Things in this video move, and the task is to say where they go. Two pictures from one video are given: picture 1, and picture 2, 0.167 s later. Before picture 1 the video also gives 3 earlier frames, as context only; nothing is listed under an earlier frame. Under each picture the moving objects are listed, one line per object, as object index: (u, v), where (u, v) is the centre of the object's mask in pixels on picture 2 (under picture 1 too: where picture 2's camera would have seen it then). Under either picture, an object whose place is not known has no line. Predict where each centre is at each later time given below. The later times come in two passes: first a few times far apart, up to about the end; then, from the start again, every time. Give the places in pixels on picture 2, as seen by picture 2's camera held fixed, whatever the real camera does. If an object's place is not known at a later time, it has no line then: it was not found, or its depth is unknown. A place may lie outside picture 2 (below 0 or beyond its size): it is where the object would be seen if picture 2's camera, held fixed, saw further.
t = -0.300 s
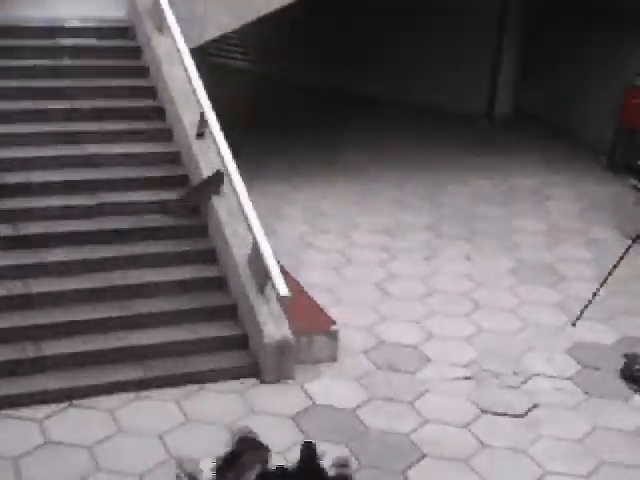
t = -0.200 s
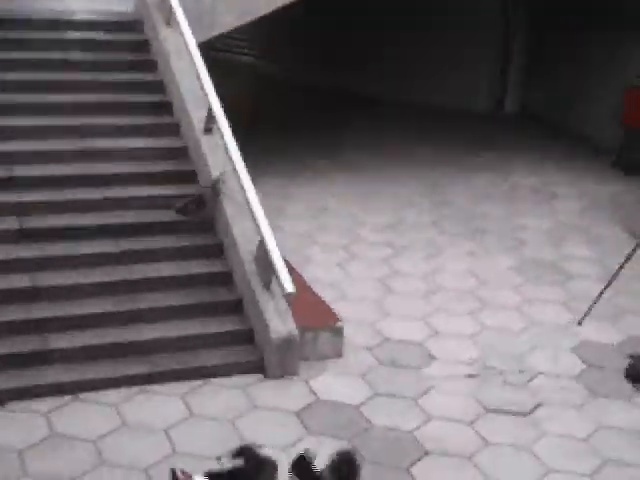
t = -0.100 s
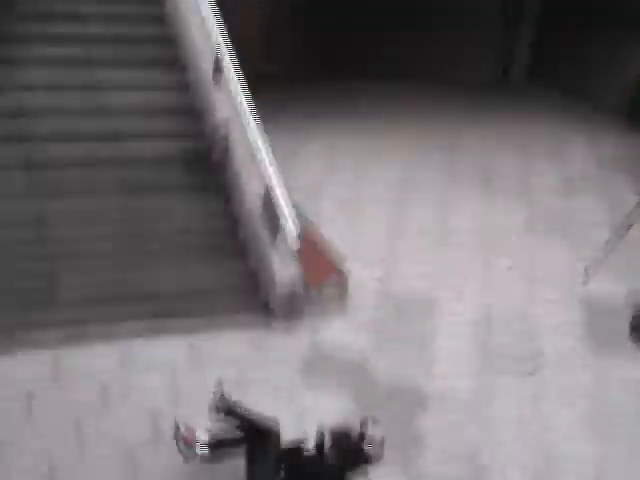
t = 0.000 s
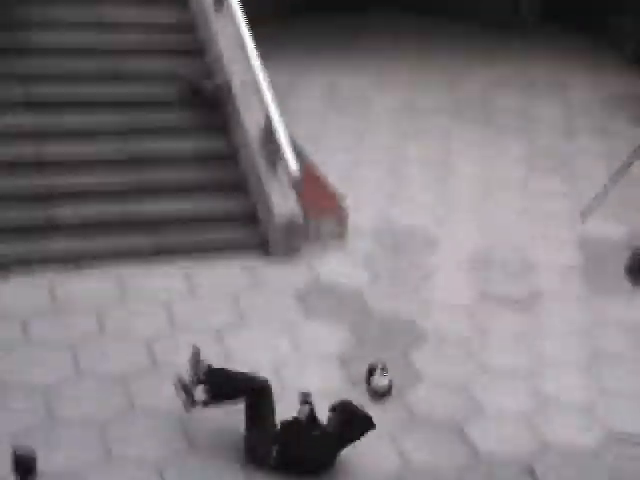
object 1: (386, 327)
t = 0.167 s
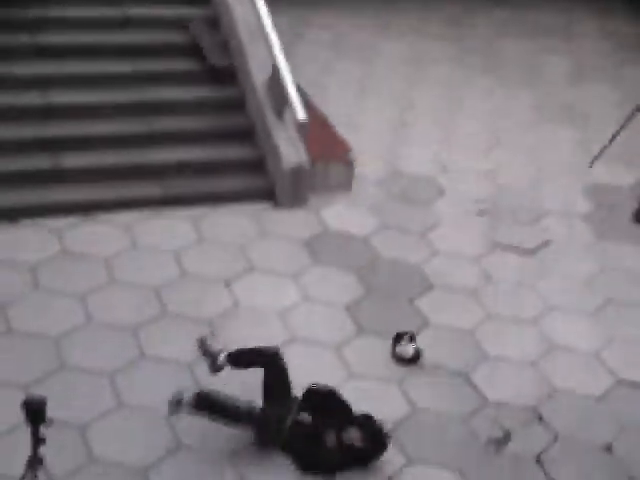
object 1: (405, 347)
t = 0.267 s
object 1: (413, 354)
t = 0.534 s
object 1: (423, 371)
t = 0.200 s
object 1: (408, 349)
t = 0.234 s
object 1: (410, 352)
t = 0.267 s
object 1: (413, 354)
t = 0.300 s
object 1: (415, 356)
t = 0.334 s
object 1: (416, 360)
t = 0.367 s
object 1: (417, 362)
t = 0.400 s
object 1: (418, 365)
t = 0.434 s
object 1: (419, 366)
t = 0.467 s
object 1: (420, 368)
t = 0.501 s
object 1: (421, 370)
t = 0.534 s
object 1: (423, 371)
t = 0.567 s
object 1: (425, 373)
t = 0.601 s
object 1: (425, 374)
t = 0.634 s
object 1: (426, 375)
